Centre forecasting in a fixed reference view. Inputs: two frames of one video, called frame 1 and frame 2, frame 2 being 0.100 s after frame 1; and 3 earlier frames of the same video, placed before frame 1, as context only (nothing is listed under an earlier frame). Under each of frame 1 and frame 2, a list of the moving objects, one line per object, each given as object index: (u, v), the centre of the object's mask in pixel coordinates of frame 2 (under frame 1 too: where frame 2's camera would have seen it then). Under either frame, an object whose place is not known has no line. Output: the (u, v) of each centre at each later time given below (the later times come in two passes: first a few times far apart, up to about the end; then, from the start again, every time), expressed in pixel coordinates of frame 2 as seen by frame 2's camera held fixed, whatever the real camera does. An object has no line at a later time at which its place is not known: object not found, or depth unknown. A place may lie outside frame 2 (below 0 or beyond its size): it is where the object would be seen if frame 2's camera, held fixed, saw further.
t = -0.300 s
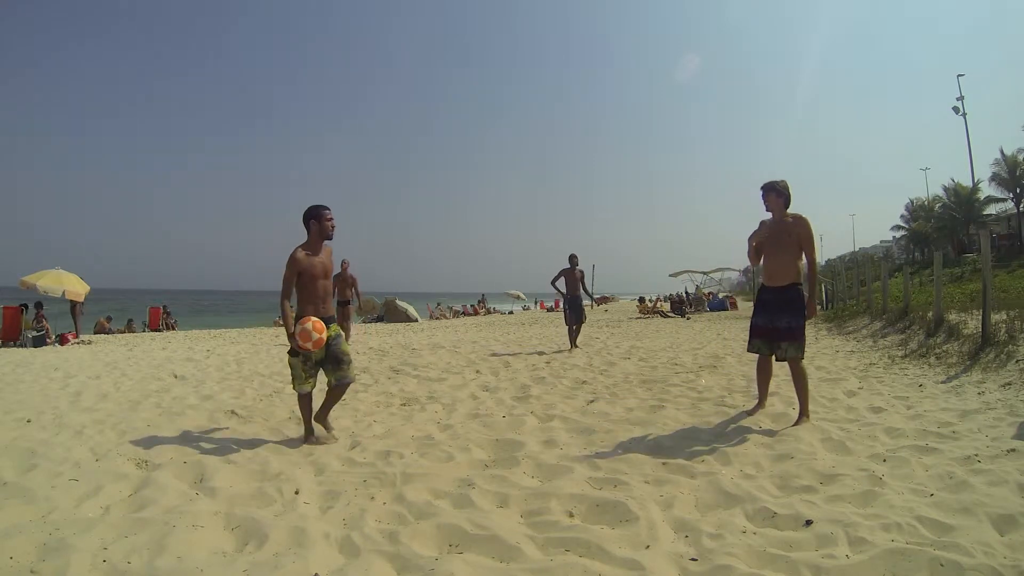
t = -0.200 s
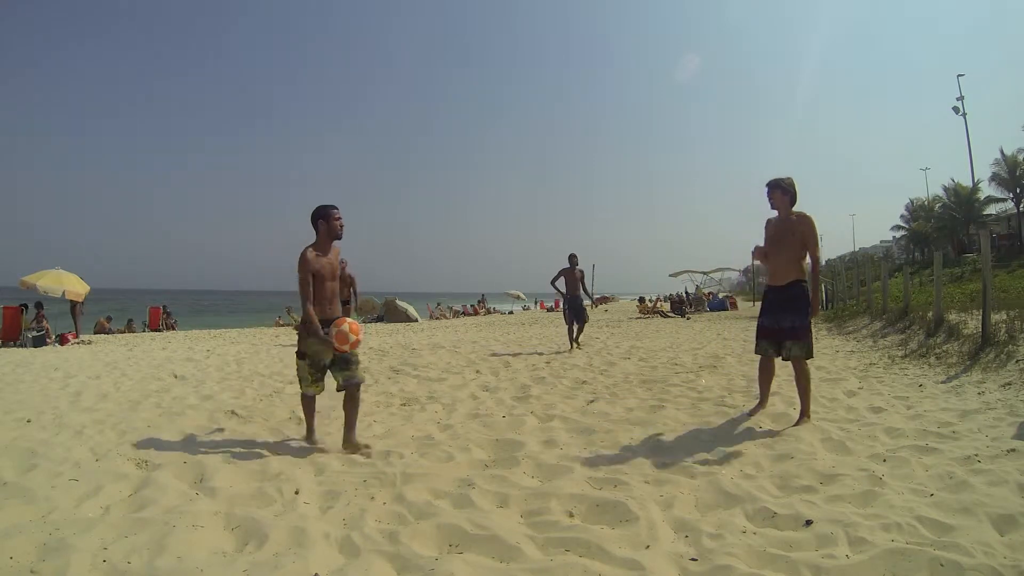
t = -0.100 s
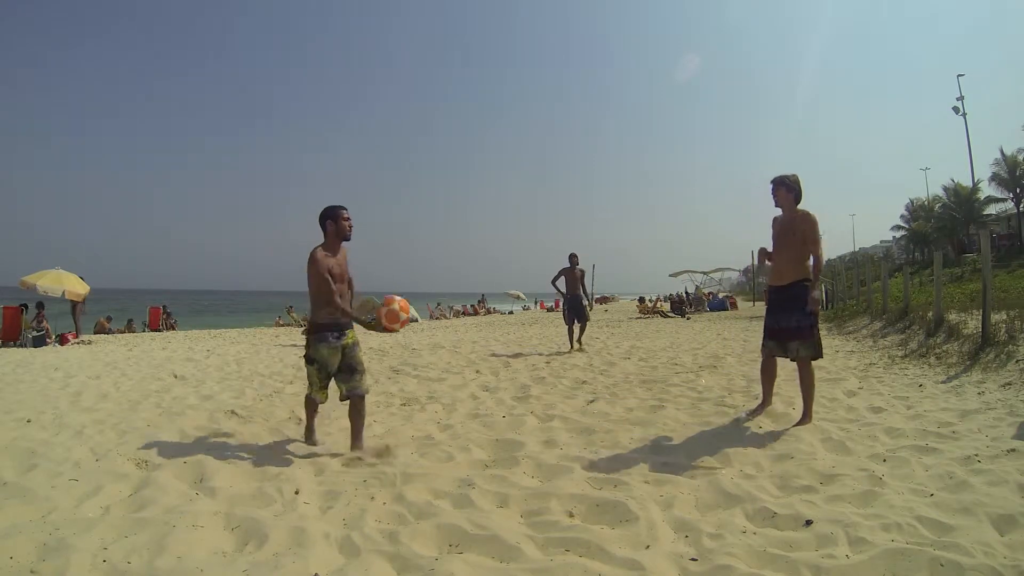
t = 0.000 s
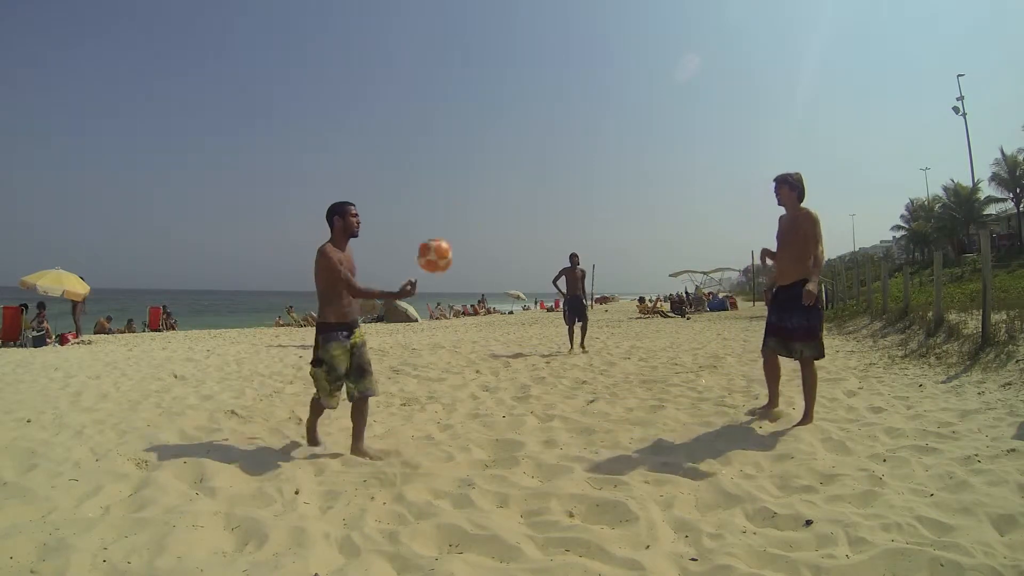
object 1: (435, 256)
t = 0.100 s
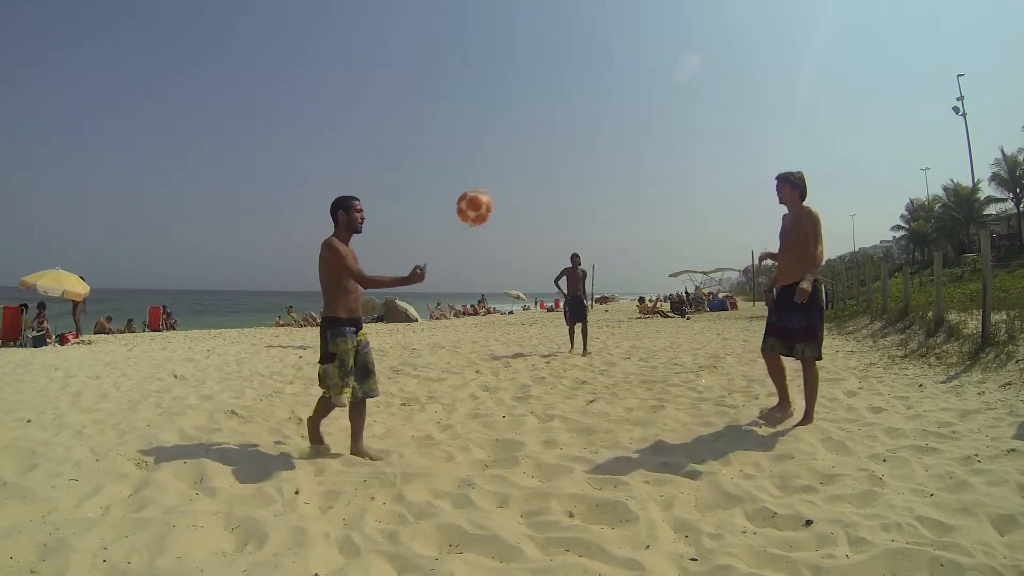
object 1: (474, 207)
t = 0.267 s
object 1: (538, 163)
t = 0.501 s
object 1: (630, 175)
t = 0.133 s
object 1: (487, 195)
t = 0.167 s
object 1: (500, 184)
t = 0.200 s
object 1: (513, 175)
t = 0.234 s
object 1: (526, 168)
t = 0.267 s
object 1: (538, 163)
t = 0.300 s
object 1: (551, 159)
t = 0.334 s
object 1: (564, 157)
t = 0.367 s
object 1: (577, 157)
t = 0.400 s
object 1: (590, 159)
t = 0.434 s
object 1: (603, 163)
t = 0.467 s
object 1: (616, 168)
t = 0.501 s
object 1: (630, 175)
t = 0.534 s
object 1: (643, 184)
